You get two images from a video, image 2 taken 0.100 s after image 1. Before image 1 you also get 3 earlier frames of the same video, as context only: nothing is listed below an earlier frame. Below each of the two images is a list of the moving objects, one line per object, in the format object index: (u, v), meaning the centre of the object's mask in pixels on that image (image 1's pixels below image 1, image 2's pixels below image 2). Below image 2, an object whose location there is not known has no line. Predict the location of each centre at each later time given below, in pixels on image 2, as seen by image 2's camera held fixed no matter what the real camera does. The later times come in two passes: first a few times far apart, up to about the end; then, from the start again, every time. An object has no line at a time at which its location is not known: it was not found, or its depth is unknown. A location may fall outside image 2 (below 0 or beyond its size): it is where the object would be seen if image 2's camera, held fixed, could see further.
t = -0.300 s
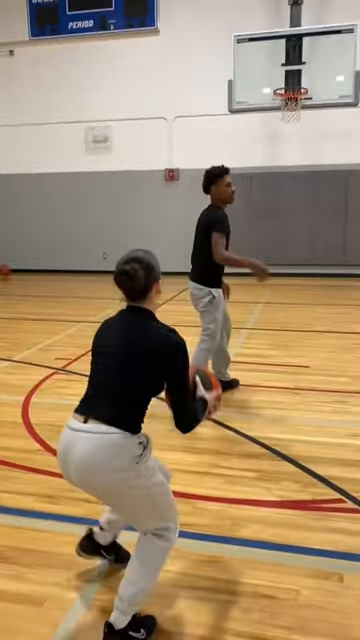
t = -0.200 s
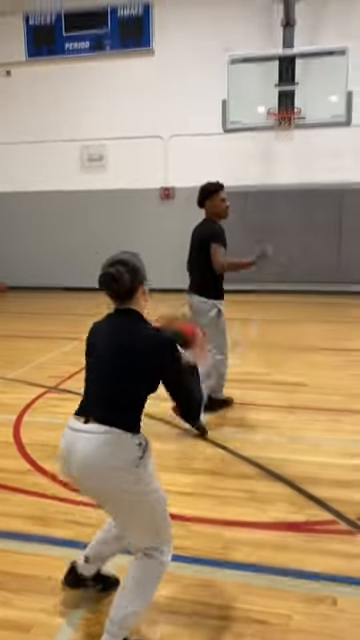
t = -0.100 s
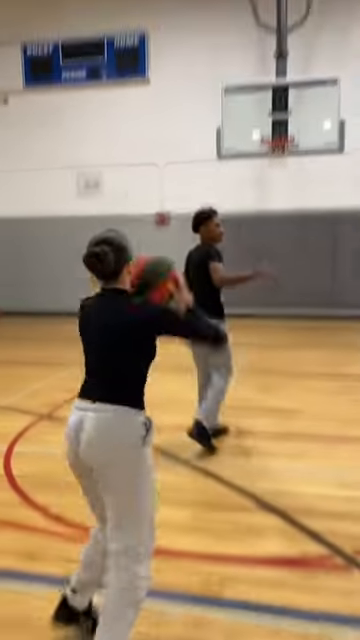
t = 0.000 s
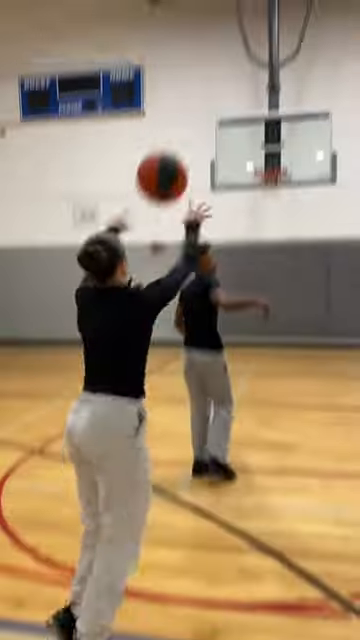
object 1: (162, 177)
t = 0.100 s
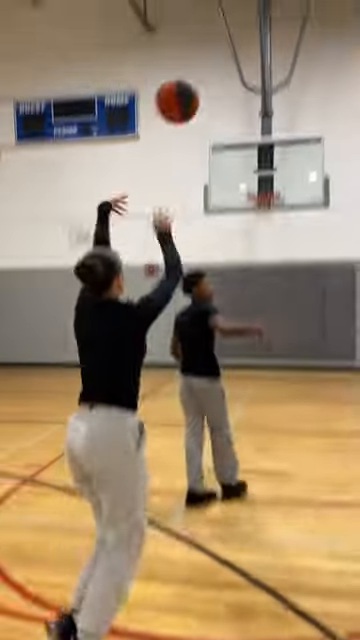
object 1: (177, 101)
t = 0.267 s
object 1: (202, 13)
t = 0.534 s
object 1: (227, -10)
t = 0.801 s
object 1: (244, 40)
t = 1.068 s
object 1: (254, 125)
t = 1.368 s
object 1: (267, 228)
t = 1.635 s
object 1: (285, 329)
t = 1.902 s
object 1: (301, 345)
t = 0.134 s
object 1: (183, 77)
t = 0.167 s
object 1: (189, 56)
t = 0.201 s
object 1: (194, 38)
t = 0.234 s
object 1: (199, 25)
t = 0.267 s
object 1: (202, 13)
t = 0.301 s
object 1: (206, 5)
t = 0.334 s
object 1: (210, -2)
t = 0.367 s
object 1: (213, -7)
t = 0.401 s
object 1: (217, -11)
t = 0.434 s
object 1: (220, -13)
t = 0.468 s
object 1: (222, -13)
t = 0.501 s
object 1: (225, -12)
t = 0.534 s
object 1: (227, -10)
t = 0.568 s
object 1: (230, -6)
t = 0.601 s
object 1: (232, -3)
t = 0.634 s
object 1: (234, 4)
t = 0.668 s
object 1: (236, 10)
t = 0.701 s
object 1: (238, 16)
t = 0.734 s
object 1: (240, 24)
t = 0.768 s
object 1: (242, 32)
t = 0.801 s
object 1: (244, 40)
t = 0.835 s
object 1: (246, 49)
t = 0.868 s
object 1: (247, 60)
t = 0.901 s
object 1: (249, 69)
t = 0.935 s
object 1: (250, 79)
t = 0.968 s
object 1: (251, 90)
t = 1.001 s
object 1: (252, 102)
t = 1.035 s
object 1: (254, 113)
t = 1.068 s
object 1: (254, 125)
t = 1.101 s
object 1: (255, 137)
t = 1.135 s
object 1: (257, 150)
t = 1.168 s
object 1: (258, 163)
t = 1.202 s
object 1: (258, 176)
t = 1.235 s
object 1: (259, 187)
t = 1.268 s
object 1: (261, 200)
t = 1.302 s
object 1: (263, 207)
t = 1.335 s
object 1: (265, 219)
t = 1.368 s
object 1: (267, 228)
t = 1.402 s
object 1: (269, 238)
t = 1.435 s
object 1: (272, 249)
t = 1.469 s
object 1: (274, 261)
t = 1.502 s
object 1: (276, 273)
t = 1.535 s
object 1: (279, 286)
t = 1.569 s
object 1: (281, 300)
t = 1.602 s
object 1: (283, 314)
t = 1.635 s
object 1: (285, 329)
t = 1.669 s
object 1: (288, 343)
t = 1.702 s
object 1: (291, 361)
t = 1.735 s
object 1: (293, 377)
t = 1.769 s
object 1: (295, 389)
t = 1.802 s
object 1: (296, 376)
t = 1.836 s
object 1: (296, 361)
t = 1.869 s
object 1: (298, 354)
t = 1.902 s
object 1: (301, 345)
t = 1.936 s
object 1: (305, 331)
